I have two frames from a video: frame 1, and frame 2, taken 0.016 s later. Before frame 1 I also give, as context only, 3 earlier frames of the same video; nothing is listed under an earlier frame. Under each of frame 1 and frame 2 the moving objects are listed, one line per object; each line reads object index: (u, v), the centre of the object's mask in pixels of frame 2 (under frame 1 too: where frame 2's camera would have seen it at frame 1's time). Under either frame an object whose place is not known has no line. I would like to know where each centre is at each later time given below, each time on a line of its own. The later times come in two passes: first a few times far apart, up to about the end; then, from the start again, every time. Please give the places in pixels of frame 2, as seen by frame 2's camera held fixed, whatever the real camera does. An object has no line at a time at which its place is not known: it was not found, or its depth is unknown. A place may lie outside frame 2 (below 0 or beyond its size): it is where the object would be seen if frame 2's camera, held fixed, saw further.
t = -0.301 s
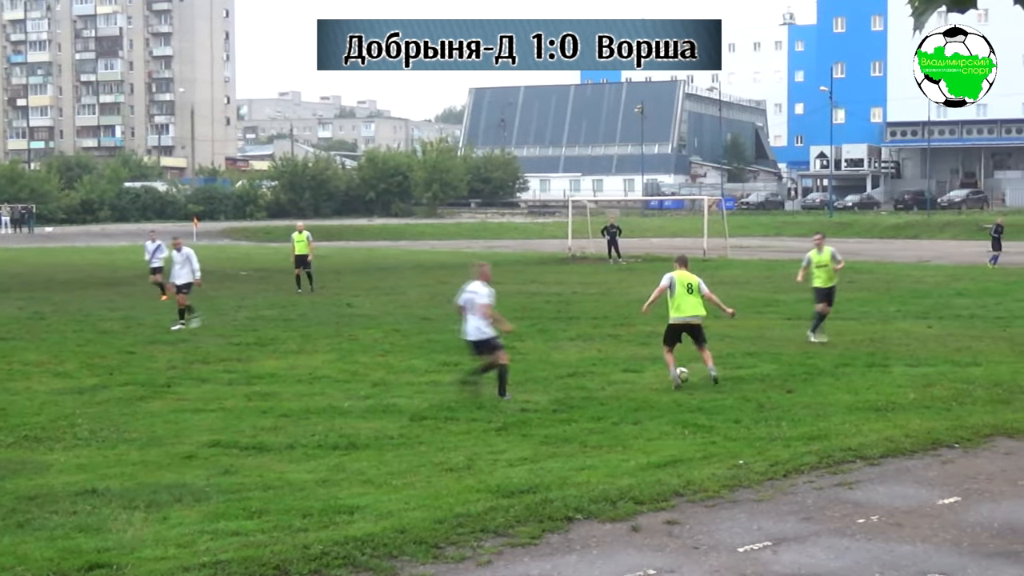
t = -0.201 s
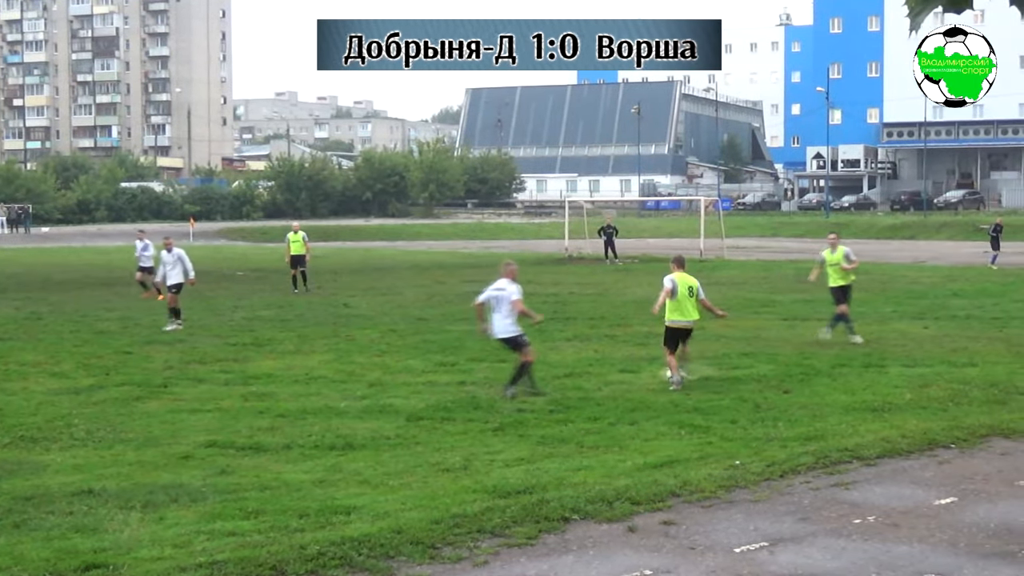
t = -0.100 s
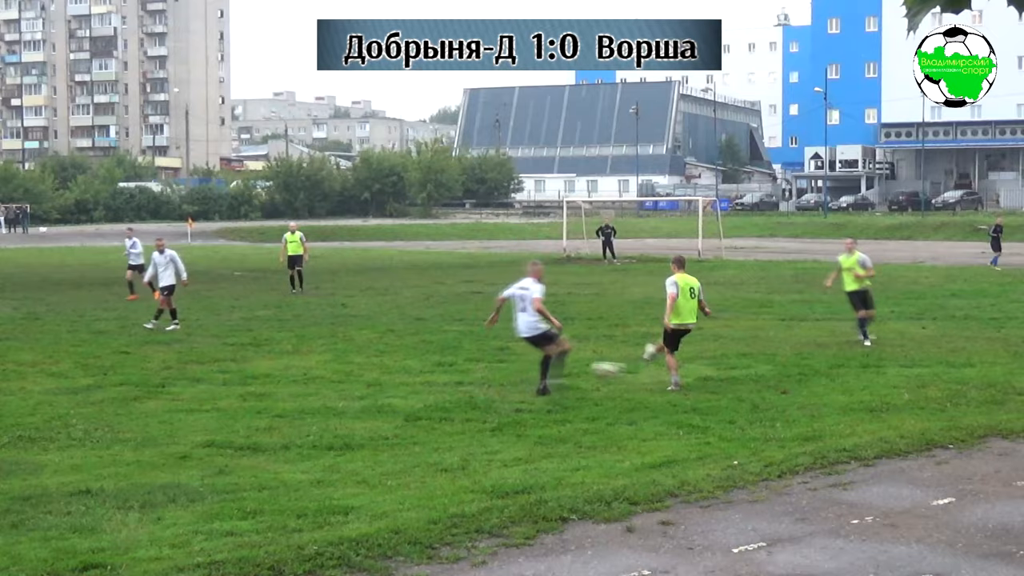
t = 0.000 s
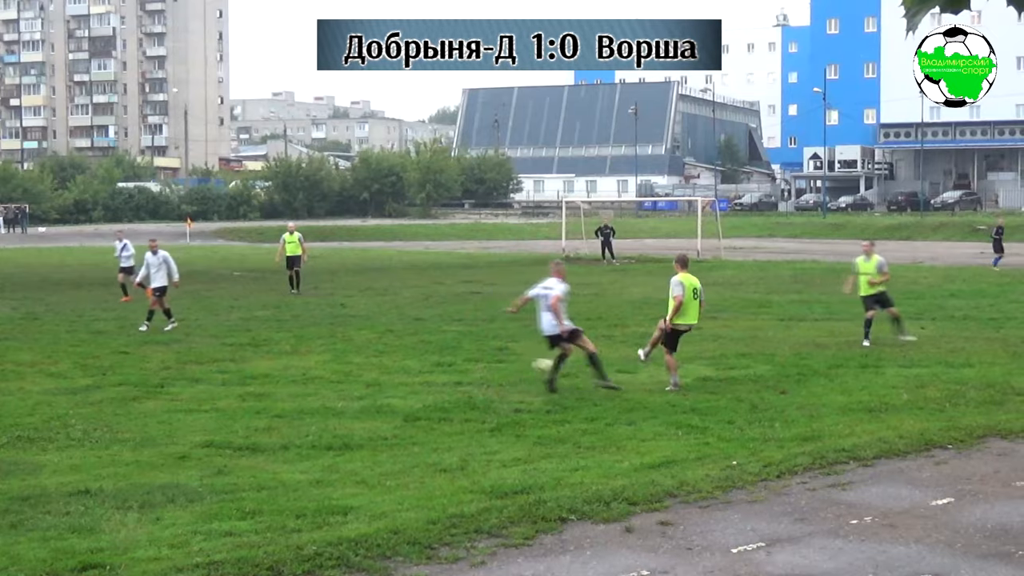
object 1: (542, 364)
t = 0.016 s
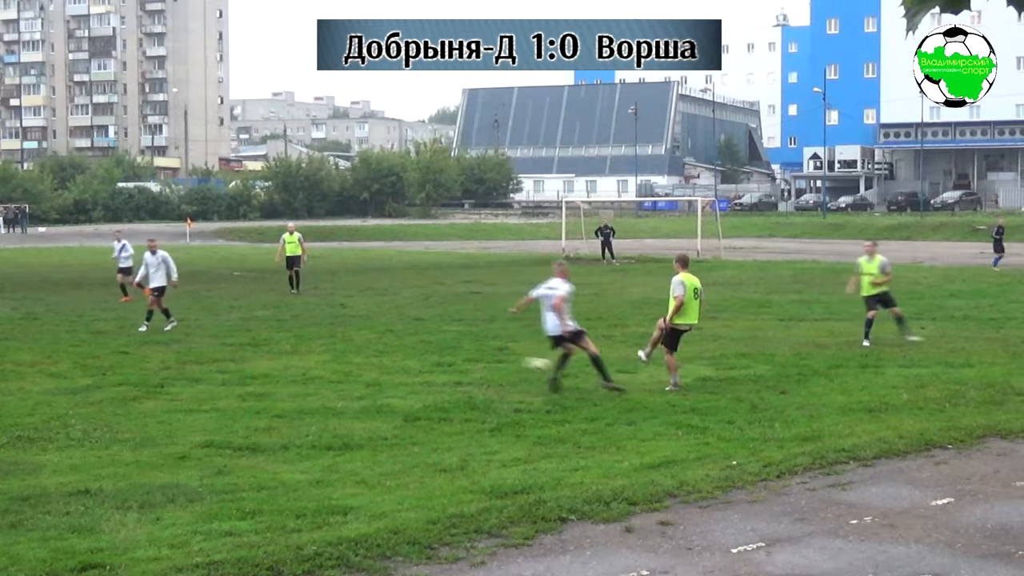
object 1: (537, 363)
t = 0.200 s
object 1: (456, 358)
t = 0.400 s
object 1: (396, 351)
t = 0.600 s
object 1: (350, 347)
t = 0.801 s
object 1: (312, 342)
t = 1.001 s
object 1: (279, 339)
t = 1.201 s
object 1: (250, 332)
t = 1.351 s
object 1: (230, 333)
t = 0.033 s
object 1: (529, 363)
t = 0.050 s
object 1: (522, 363)
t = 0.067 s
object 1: (513, 361)
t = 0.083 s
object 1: (505, 359)
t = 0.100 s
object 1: (499, 359)
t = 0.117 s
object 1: (491, 358)
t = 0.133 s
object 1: (485, 358)
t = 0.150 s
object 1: (477, 358)
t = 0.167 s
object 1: (469, 358)
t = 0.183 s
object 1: (461, 358)
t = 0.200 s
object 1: (456, 358)
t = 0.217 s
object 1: (450, 358)
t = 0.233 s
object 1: (445, 357)
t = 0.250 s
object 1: (440, 356)
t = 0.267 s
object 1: (435, 355)
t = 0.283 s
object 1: (429, 354)
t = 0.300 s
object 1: (424, 353)
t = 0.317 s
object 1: (420, 353)
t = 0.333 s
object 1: (415, 352)
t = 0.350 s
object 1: (410, 352)
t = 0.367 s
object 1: (405, 352)
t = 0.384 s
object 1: (401, 351)
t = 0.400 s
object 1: (396, 351)
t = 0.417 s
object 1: (392, 351)
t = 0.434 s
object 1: (388, 351)
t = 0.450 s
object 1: (384, 351)
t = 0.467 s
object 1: (380, 350)
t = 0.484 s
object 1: (376, 349)
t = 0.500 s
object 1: (372, 349)
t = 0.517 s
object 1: (369, 348)
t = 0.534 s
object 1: (365, 347)
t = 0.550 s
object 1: (361, 347)
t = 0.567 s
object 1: (357, 347)
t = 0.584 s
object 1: (353, 347)
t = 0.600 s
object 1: (350, 347)
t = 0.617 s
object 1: (347, 346)
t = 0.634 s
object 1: (344, 346)
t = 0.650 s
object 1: (341, 345)
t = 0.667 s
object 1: (337, 344)
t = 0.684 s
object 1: (334, 343)
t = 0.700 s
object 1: (331, 343)
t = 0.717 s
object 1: (328, 343)
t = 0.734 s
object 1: (325, 342)
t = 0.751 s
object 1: (322, 342)
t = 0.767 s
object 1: (319, 341)
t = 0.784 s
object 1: (316, 342)
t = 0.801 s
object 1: (312, 342)
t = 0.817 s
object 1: (310, 342)
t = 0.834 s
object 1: (307, 342)
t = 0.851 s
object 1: (304, 342)
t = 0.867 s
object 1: (301, 342)
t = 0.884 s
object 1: (298, 341)
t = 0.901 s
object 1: (295, 340)
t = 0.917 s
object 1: (293, 340)
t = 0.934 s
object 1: (290, 339)
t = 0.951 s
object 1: (288, 339)
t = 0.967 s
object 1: (285, 339)
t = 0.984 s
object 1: (282, 339)
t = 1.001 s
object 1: (279, 339)
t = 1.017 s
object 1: (277, 339)
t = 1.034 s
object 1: (274, 339)
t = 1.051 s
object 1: (272, 339)
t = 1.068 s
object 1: (269, 339)
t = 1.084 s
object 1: (266, 339)
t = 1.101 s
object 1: (264, 338)
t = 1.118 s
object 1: (262, 337)
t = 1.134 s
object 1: (259, 336)
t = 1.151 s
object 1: (257, 335)
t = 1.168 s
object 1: (255, 334)
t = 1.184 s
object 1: (252, 333)
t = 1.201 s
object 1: (250, 332)
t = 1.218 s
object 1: (248, 332)
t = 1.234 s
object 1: (246, 332)
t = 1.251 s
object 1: (244, 331)
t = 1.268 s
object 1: (241, 331)
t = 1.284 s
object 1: (239, 331)
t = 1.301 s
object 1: (236, 332)
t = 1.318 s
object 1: (235, 332)
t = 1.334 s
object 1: (233, 333)
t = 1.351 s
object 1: (230, 333)
